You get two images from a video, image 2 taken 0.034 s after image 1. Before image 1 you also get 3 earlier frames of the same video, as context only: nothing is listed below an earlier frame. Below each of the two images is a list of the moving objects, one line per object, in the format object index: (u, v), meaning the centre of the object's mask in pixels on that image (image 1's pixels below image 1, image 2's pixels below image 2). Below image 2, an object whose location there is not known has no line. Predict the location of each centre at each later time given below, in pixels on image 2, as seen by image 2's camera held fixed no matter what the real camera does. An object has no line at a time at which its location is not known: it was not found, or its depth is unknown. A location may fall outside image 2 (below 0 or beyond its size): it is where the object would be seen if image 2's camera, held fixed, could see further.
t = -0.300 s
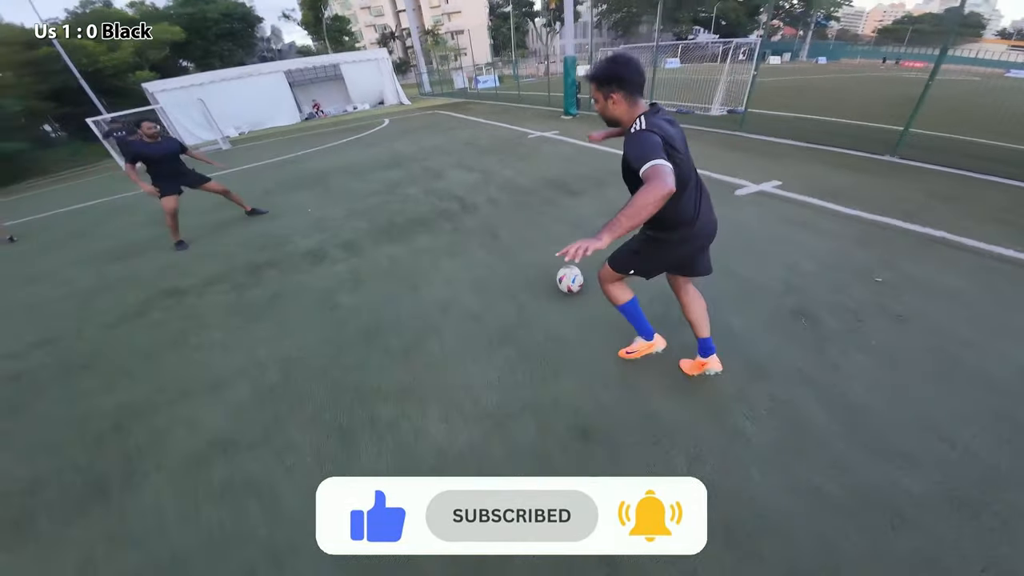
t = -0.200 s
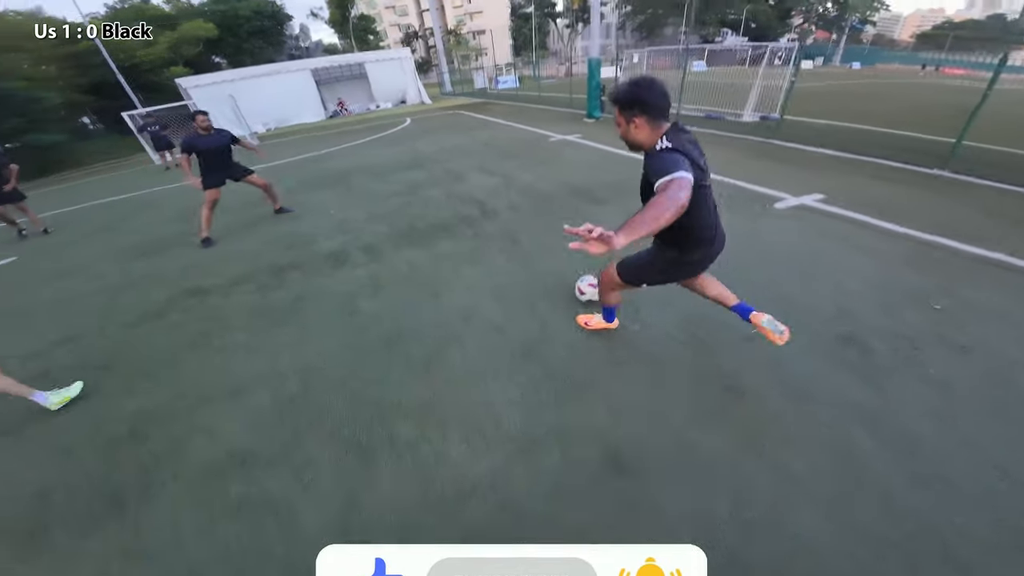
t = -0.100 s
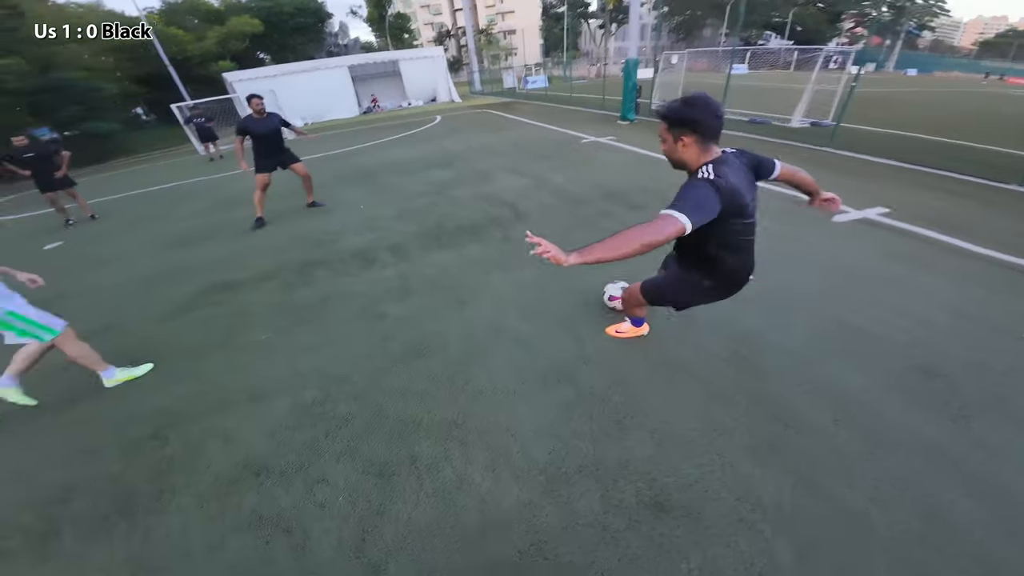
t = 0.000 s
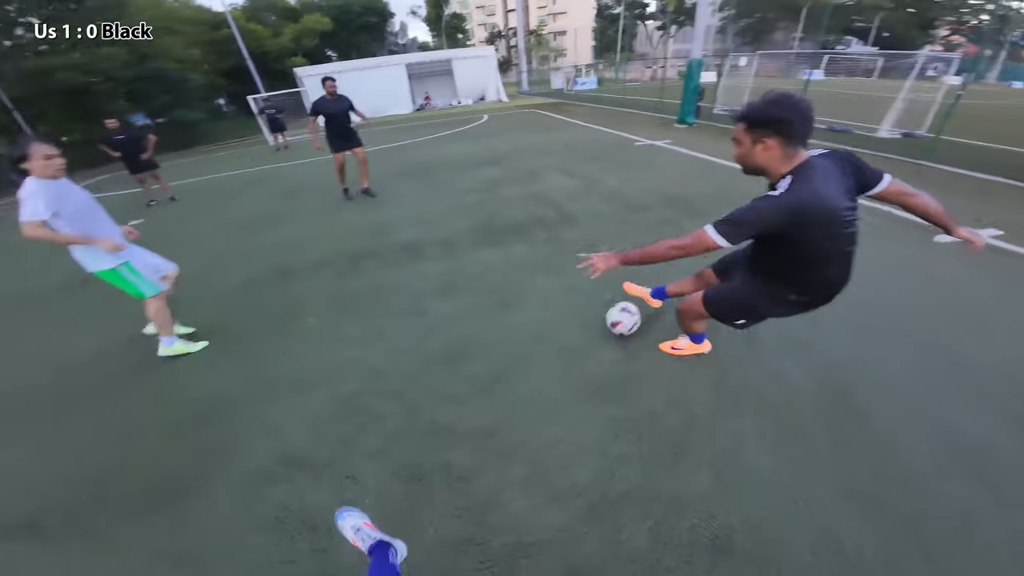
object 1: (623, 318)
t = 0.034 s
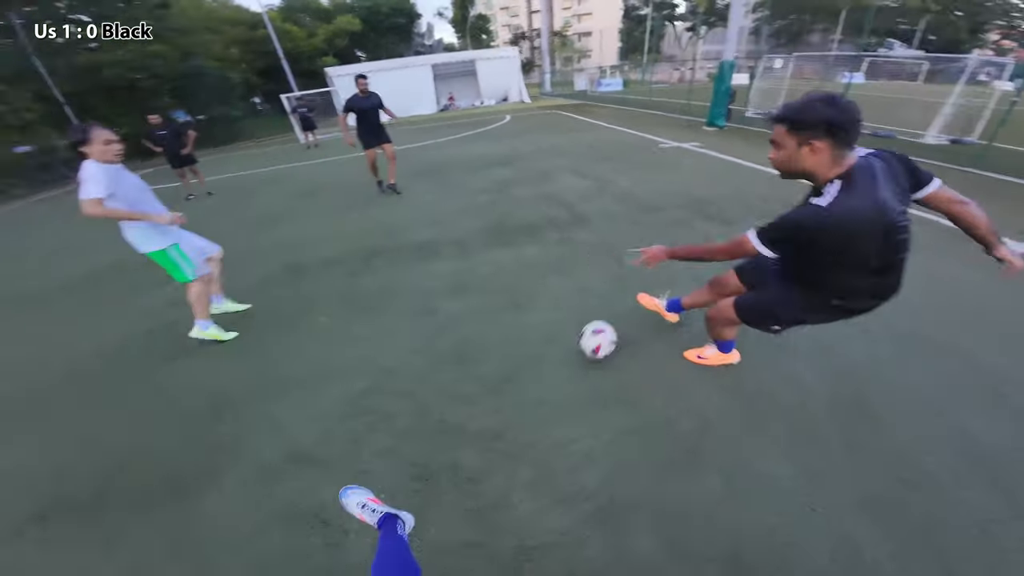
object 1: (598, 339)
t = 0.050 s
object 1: (568, 348)
